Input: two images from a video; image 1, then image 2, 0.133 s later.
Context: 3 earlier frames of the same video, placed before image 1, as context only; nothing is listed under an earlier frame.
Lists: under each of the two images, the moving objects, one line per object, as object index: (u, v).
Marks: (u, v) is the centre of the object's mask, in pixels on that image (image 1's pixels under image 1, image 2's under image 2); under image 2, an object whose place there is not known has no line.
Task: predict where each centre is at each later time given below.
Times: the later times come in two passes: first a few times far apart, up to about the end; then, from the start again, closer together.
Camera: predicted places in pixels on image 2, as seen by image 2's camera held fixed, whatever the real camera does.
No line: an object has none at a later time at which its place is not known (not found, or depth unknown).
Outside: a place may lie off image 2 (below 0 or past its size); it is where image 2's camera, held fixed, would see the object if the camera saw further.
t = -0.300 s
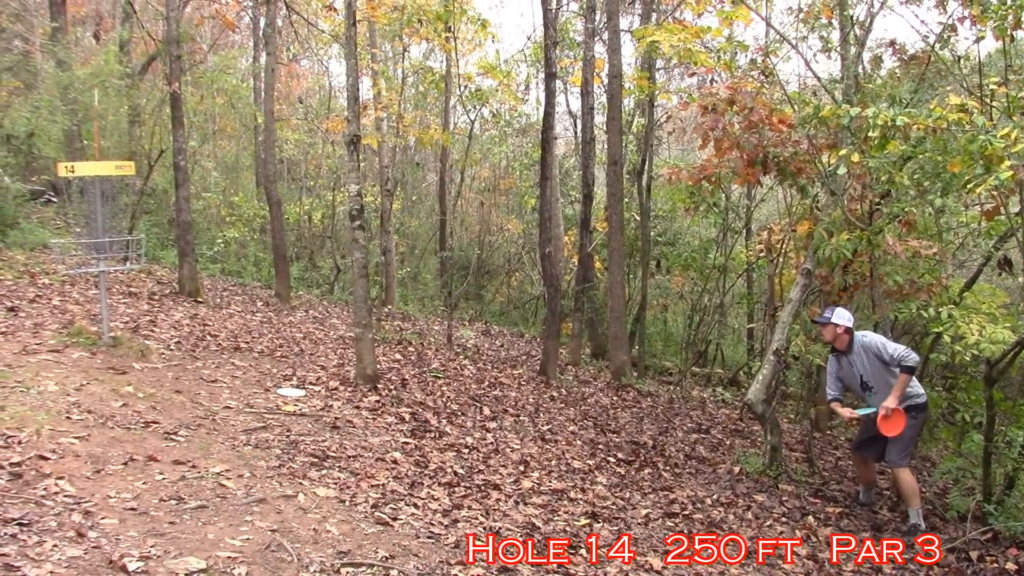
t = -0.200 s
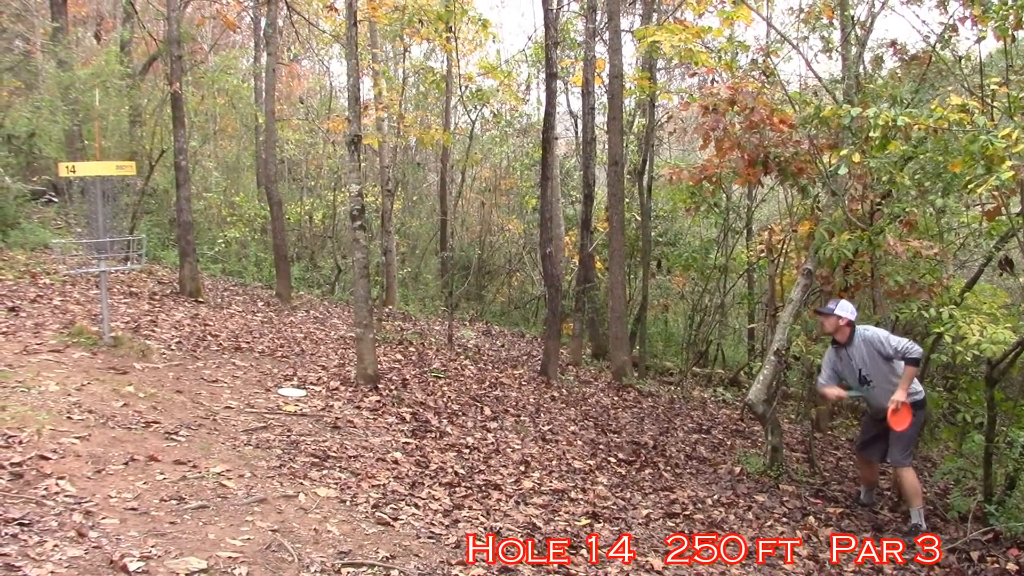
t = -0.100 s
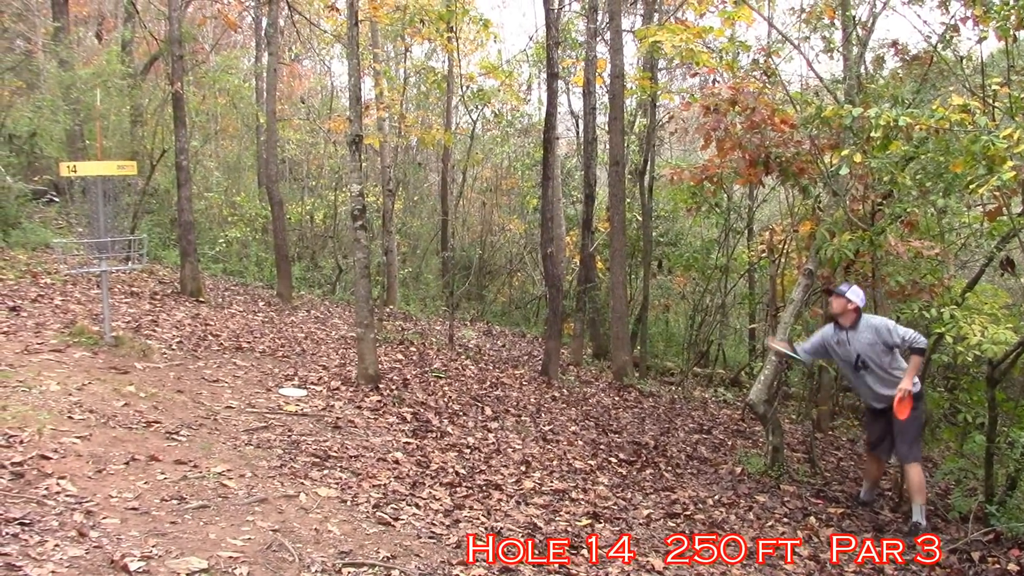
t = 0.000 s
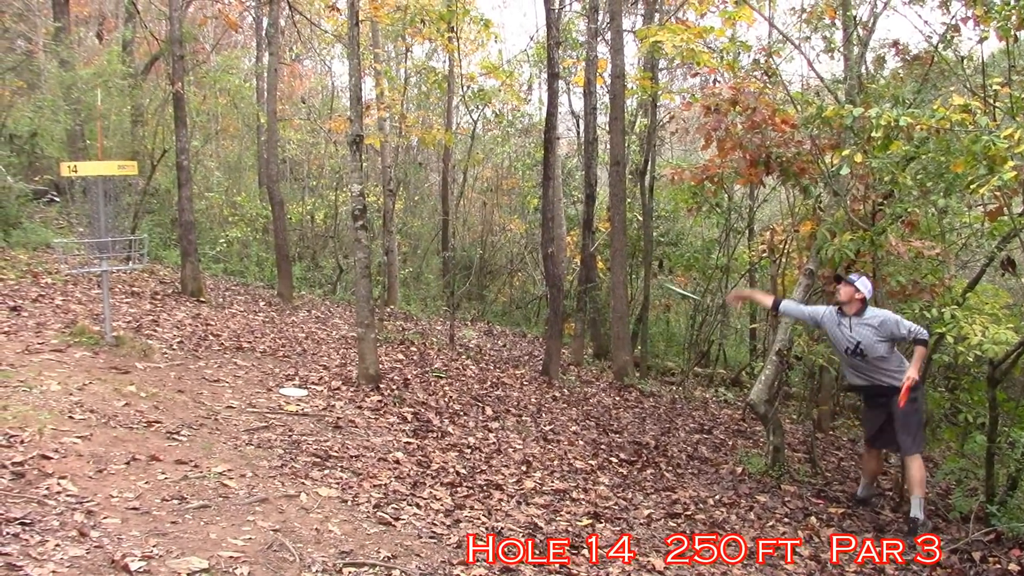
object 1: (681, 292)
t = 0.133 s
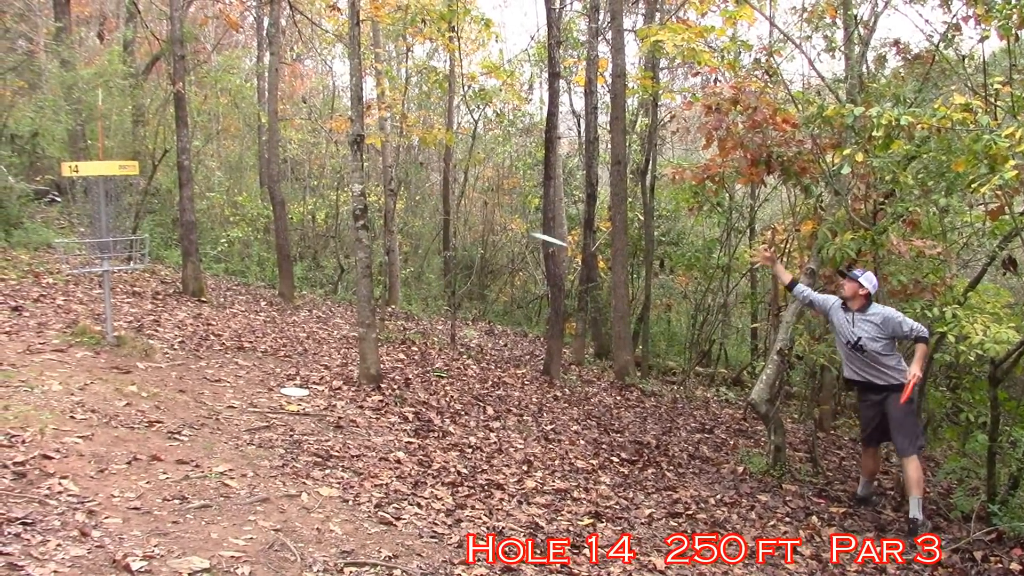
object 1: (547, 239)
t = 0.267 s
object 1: (424, 211)
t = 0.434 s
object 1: (279, 200)
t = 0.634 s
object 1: (137, 213)
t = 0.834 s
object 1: (120, 227)
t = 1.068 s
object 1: (125, 252)
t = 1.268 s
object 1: (133, 262)
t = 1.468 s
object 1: (130, 266)
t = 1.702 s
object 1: (130, 267)
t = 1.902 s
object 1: (129, 268)
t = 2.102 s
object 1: (129, 268)
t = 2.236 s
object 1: (130, 268)
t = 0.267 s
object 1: (424, 211)
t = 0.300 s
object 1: (393, 205)
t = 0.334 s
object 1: (364, 204)
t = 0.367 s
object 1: (335, 201)
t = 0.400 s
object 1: (308, 200)
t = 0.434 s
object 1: (279, 200)
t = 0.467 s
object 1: (255, 201)
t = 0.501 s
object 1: (229, 201)
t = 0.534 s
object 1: (204, 204)
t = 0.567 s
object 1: (181, 206)
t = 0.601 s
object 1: (157, 209)
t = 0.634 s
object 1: (137, 213)
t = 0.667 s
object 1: (127, 215)
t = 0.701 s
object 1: (123, 216)
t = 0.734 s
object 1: (122, 218)
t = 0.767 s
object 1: (122, 221)
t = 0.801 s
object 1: (121, 224)
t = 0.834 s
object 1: (120, 227)
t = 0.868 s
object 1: (119, 232)
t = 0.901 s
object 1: (120, 239)
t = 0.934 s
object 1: (121, 246)
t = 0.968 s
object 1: (121, 252)
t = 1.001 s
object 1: (122, 251)
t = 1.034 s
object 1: (123, 252)
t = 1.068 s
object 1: (125, 252)
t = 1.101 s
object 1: (126, 253)
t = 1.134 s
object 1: (128, 253)
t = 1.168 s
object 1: (130, 255)
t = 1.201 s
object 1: (132, 256)
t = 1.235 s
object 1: (134, 260)
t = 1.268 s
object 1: (133, 262)
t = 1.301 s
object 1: (132, 262)
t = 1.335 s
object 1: (132, 262)
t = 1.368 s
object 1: (131, 263)
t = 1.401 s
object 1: (131, 264)
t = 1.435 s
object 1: (131, 266)
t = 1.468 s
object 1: (130, 266)
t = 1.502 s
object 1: (130, 266)
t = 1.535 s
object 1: (131, 266)
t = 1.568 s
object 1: (130, 266)
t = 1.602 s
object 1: (130, 267)
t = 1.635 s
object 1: (130, 267)
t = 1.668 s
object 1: (130, 267)
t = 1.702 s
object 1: (130, 267)
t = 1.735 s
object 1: (130, 267)
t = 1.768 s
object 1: (130, 267)
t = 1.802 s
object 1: (130, 267)
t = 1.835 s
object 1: (129, 268)
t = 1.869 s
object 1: (129, 268)
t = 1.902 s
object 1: (129, 268)
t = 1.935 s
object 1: (130, 268)
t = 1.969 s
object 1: (129, 268)
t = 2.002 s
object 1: (129, 268)
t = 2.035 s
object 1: (129, 268)
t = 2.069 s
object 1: (129, 268)
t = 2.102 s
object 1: (129, 268)
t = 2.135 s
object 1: (129, 268)
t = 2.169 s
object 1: (129, 268)
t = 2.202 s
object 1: (129, 268)
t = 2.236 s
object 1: (130, 268)
